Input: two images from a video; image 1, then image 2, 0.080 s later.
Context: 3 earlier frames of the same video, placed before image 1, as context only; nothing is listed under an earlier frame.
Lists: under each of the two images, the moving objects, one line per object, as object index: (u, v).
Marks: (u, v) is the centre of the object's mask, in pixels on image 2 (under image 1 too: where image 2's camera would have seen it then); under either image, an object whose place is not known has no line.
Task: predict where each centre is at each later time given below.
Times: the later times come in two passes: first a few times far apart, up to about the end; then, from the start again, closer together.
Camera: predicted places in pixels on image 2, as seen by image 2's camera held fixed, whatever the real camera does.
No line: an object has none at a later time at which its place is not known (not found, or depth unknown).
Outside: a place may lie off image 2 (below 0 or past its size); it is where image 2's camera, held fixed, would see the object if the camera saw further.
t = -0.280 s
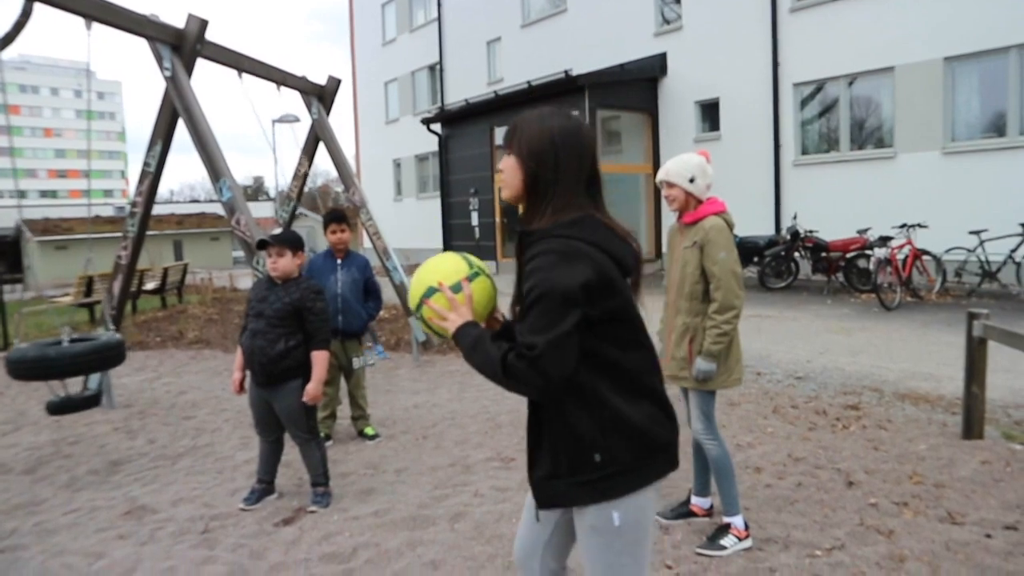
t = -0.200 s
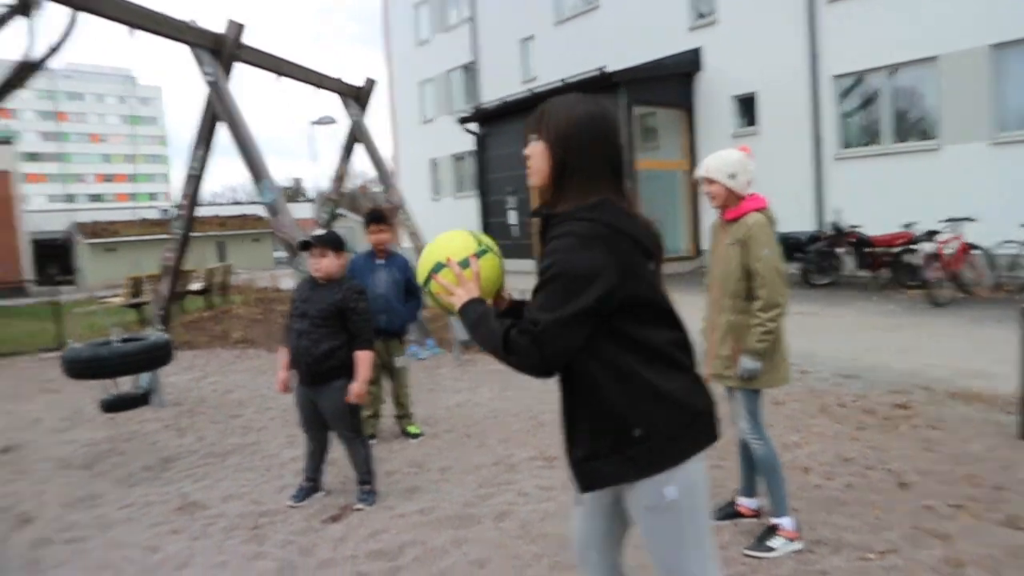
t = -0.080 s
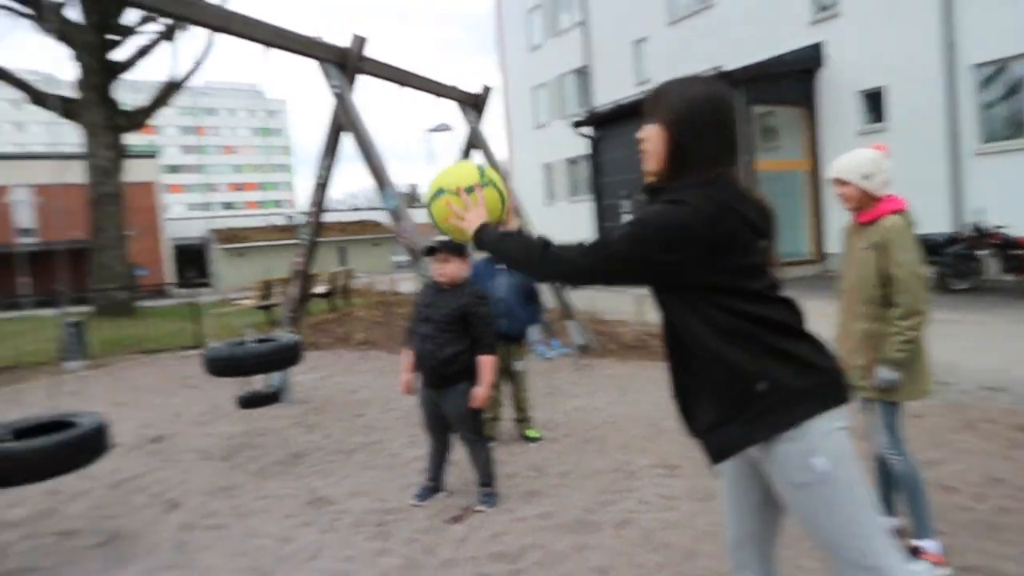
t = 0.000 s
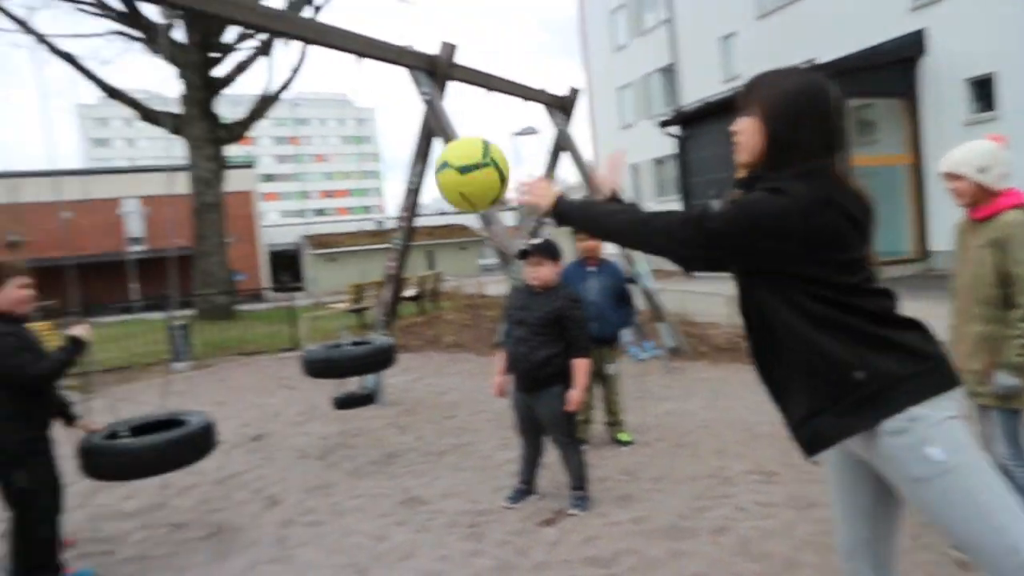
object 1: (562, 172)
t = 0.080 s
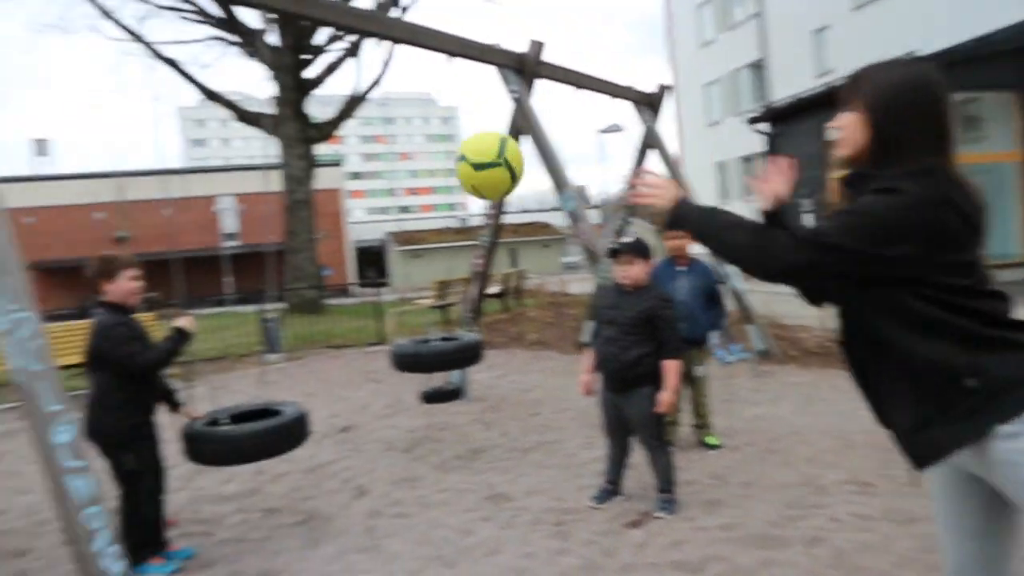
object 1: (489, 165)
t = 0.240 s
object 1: (383, 207)
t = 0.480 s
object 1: (270, 358)
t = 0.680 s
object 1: (250, 506)
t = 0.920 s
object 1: (285, 577)
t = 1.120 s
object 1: (321, 617)
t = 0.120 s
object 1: (459, 170)
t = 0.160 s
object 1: (431, 178)
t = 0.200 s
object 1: (406, 191)
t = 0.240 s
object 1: (383, 207)
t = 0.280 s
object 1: (360, 227)
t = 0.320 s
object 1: (339, 249)
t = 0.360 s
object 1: (319, 273)
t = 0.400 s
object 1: (301, 299)
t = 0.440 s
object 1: (285, 328)
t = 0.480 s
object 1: (270, 358)
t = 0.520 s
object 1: (257, 390)
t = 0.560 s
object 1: (245, 414)
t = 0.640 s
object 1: (248, 480)
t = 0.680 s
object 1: (250, 506)
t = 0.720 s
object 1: (253, 542)
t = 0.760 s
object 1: (258, 557)
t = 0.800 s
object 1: (263, 560)
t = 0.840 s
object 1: (270, 567)
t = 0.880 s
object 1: (278, 573)
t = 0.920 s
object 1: (285, 577)
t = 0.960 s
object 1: (292, 584)
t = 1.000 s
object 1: (300, 596)
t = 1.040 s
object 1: (309, 608)
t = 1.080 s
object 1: (316, 614)
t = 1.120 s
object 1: (321, 617)
